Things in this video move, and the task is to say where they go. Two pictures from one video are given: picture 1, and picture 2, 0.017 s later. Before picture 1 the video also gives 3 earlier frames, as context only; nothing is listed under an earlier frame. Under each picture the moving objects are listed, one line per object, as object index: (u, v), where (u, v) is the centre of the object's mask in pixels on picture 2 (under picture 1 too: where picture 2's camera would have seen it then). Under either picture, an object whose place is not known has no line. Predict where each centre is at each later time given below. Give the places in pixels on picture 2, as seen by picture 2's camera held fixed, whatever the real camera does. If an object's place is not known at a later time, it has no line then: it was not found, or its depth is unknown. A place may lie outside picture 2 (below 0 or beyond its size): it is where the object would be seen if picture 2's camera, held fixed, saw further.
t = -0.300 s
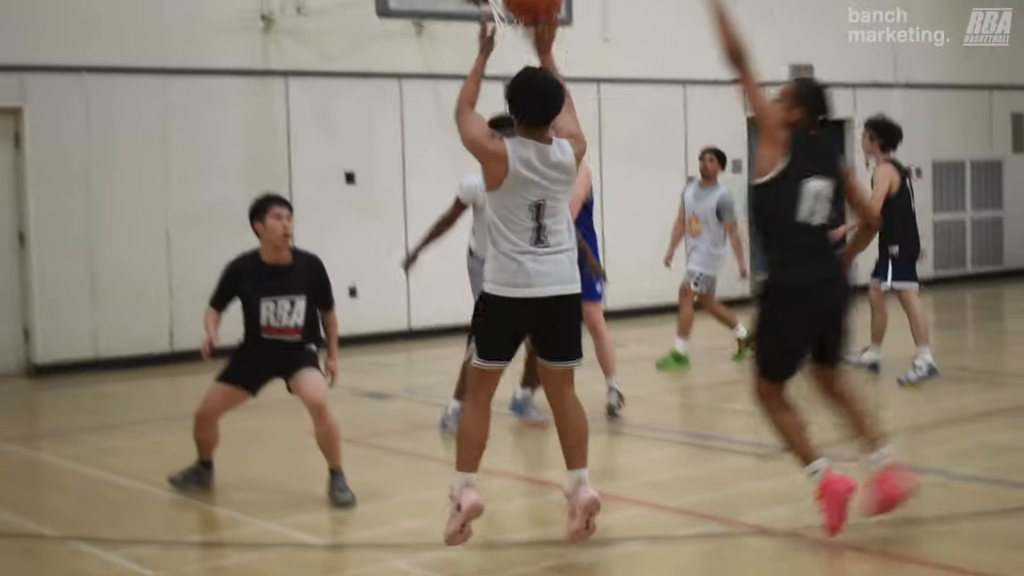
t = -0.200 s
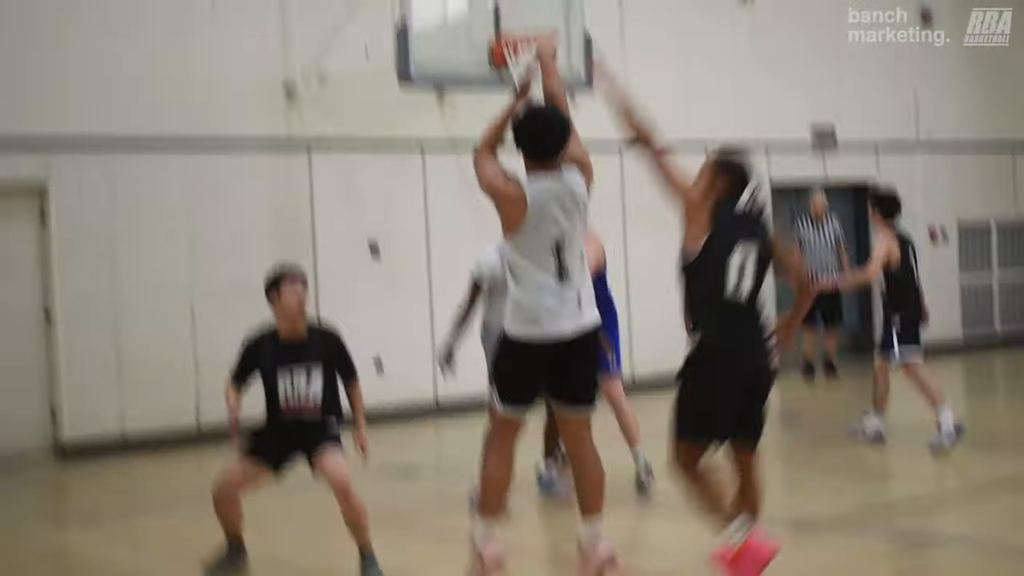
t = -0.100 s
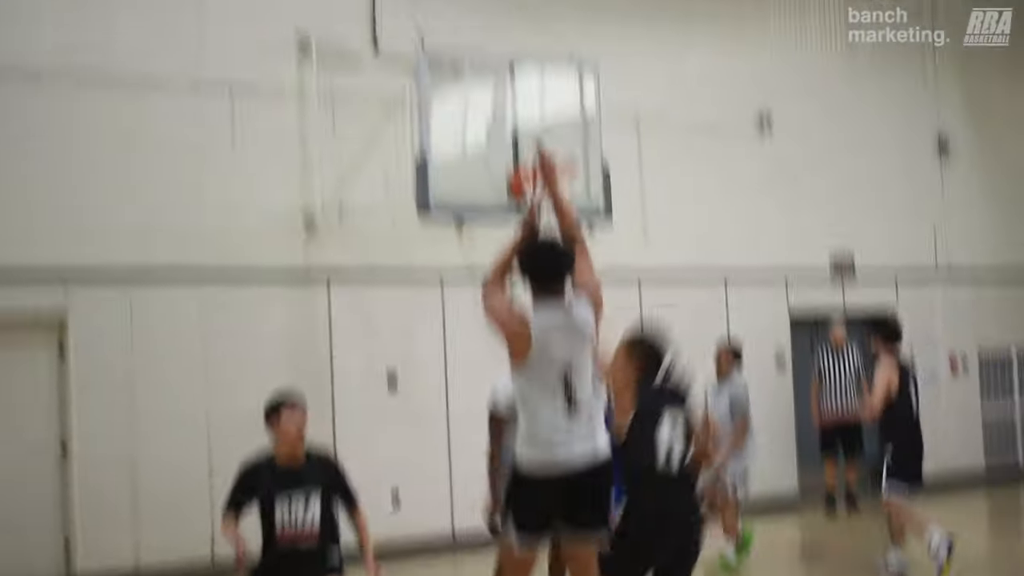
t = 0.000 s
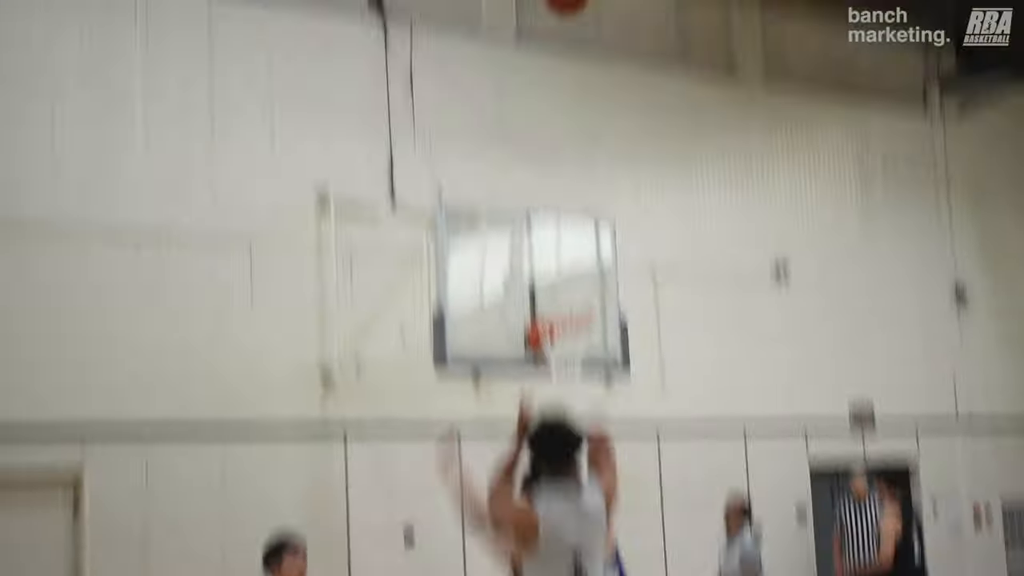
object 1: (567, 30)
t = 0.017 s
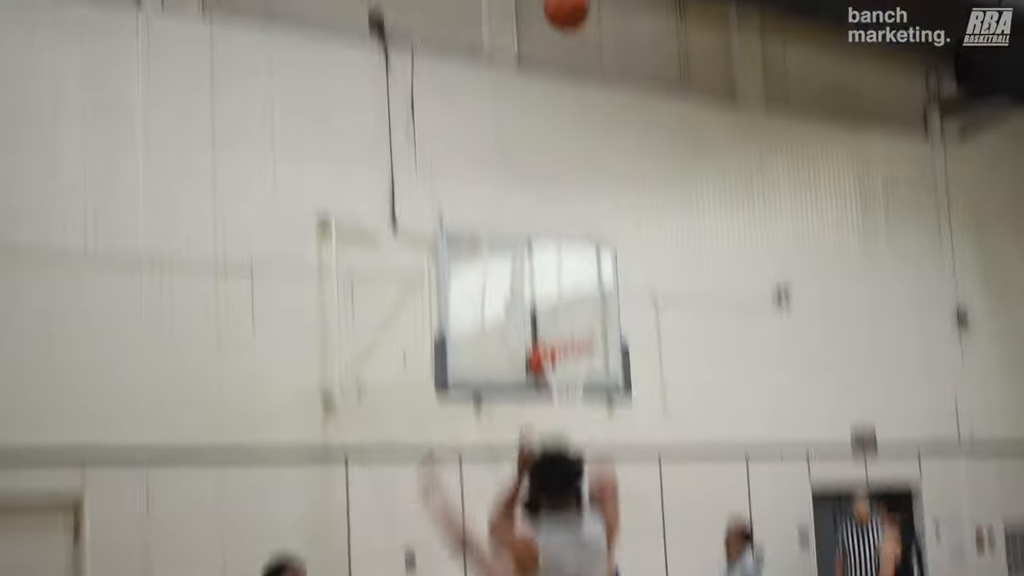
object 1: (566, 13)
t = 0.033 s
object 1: (566, -2)
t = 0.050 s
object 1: (565, -11)
